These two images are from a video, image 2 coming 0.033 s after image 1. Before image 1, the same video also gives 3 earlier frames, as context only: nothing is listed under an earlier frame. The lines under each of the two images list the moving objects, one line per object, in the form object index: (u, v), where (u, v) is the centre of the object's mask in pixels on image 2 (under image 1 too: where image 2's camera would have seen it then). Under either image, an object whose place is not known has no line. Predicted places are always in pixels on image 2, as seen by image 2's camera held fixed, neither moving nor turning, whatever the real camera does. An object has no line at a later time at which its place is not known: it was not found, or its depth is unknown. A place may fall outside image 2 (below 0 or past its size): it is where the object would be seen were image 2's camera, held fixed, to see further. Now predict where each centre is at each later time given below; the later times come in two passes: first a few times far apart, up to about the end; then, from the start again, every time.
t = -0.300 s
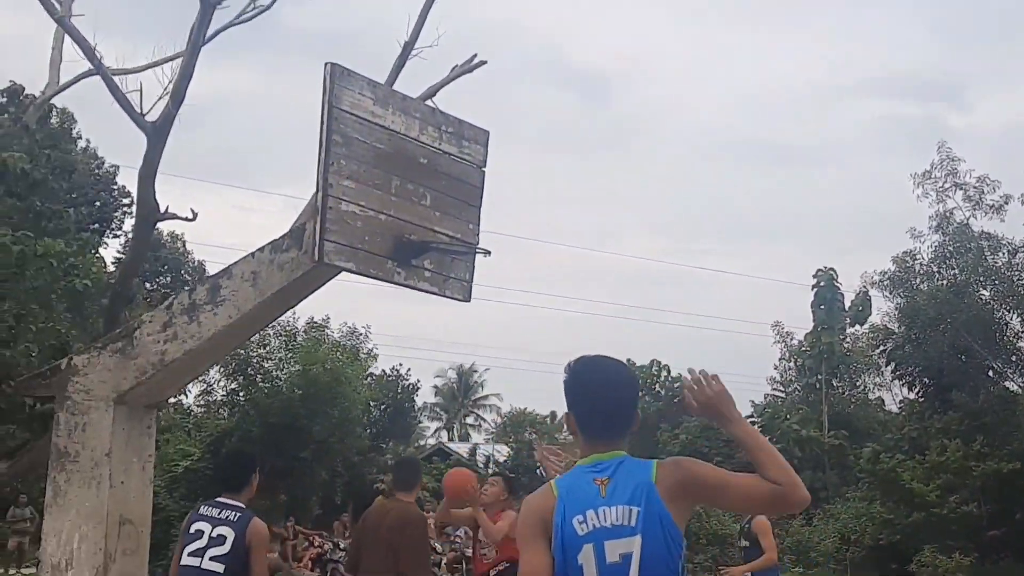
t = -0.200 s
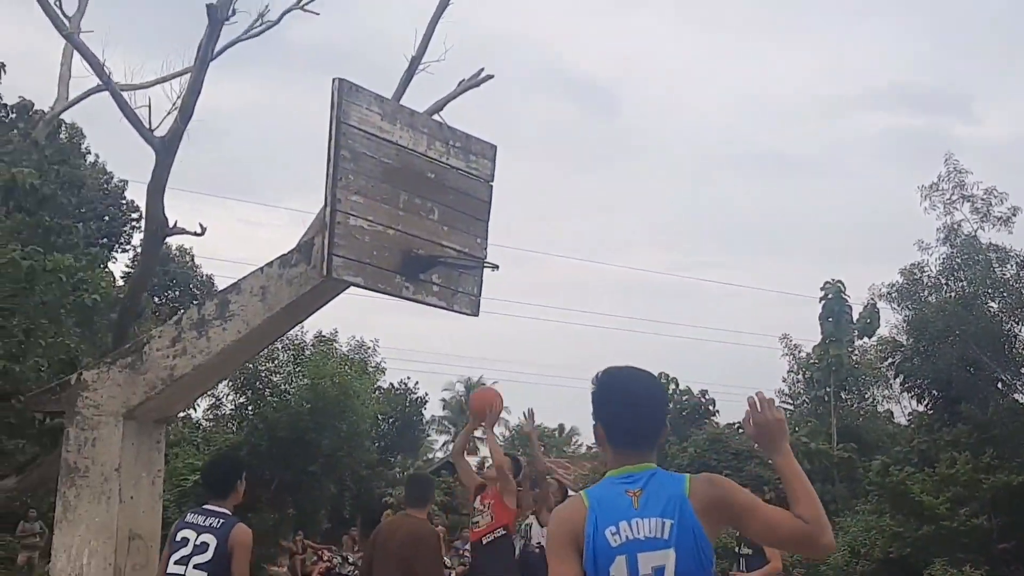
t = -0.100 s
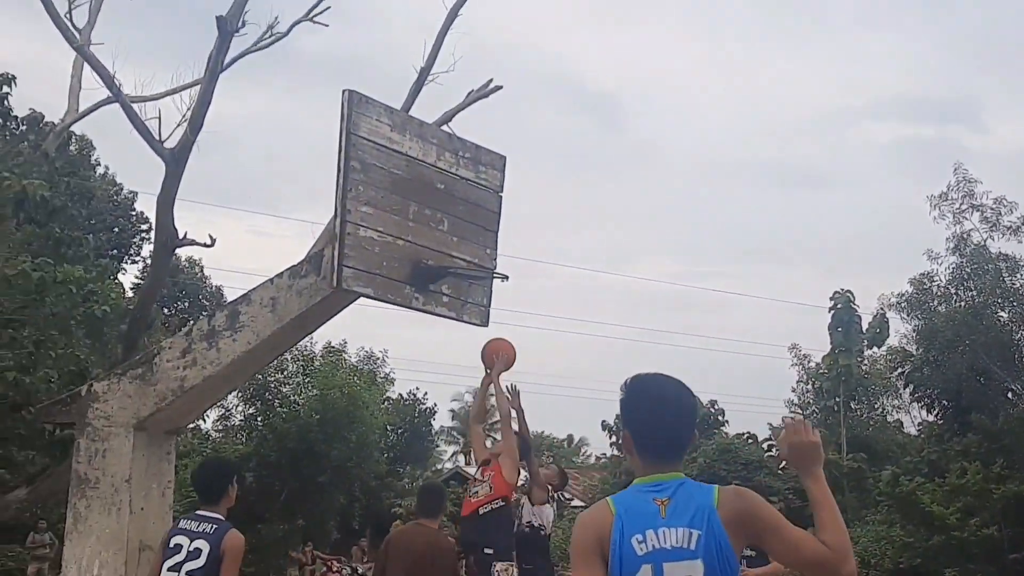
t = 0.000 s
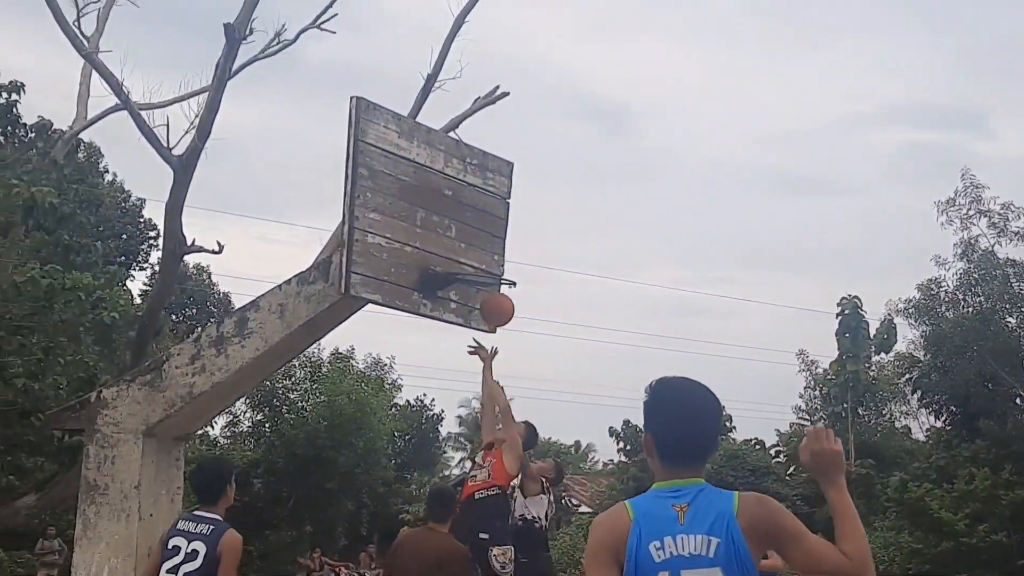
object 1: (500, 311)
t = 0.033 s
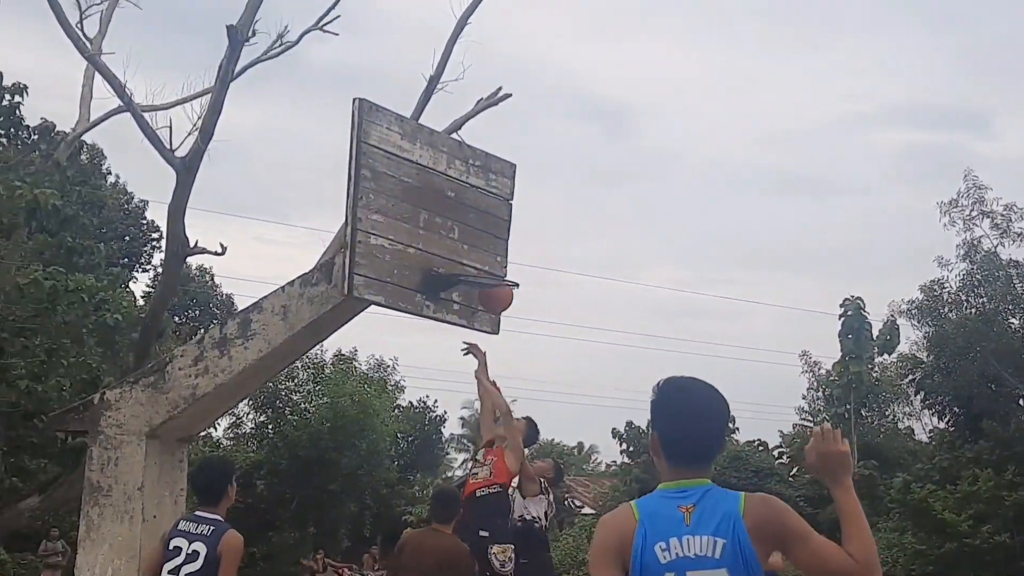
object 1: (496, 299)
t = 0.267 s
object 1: (495, 259)
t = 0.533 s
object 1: (516, 274)
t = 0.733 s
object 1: (533, 339)
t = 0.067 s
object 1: (494, 282)
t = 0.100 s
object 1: (489, 266)
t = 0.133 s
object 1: (488, 263)
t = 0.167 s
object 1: (490, 261)
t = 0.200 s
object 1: (492, 260)
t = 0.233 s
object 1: (493, 259)
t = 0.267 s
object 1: (495, 259)
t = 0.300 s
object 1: (497, 262)
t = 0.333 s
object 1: (499, 265)
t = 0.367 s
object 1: (502, 264)
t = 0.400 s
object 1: (505, 263)
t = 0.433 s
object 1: (507, 264)
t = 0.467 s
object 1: (511, 265)
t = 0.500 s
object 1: (514, 268)
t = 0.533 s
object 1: (516, 274)
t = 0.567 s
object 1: (520, 281)
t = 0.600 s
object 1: (522, 289)
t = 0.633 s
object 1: (525, 300)
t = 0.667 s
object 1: (527, 311)
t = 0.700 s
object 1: (530, 324)
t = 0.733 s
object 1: (533, 339)
